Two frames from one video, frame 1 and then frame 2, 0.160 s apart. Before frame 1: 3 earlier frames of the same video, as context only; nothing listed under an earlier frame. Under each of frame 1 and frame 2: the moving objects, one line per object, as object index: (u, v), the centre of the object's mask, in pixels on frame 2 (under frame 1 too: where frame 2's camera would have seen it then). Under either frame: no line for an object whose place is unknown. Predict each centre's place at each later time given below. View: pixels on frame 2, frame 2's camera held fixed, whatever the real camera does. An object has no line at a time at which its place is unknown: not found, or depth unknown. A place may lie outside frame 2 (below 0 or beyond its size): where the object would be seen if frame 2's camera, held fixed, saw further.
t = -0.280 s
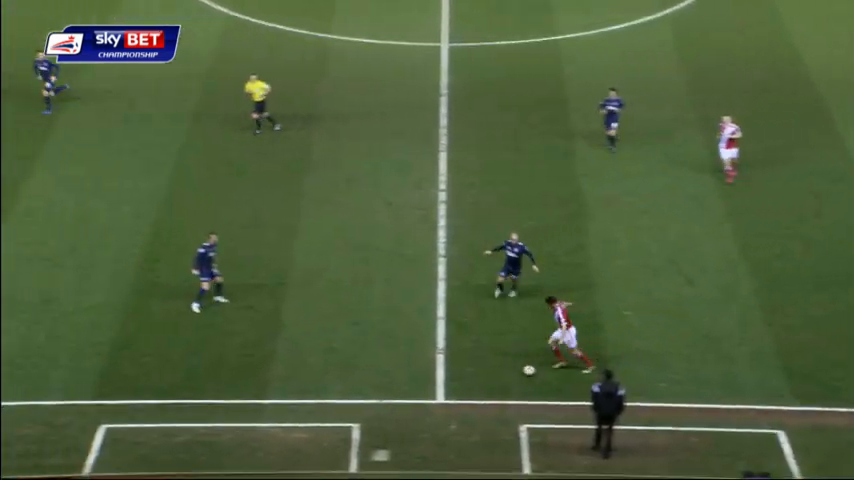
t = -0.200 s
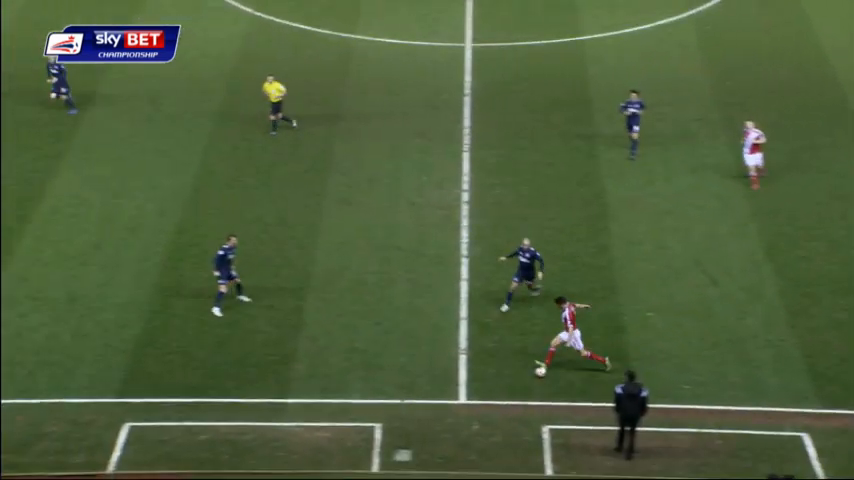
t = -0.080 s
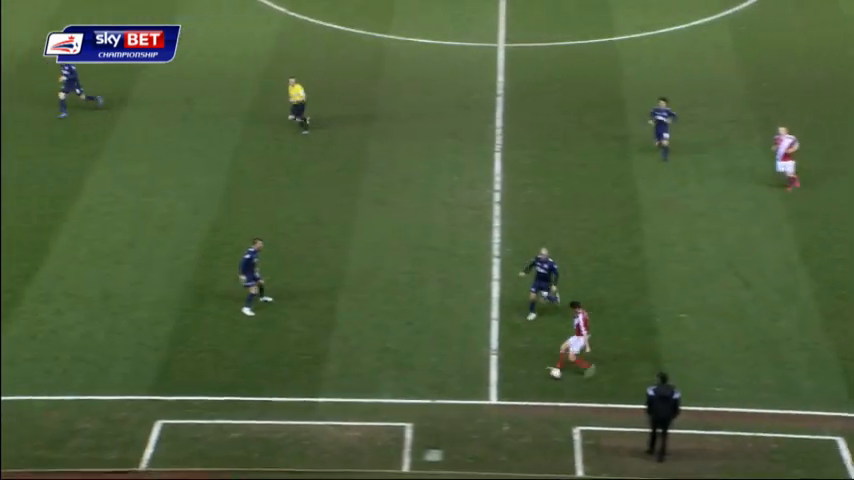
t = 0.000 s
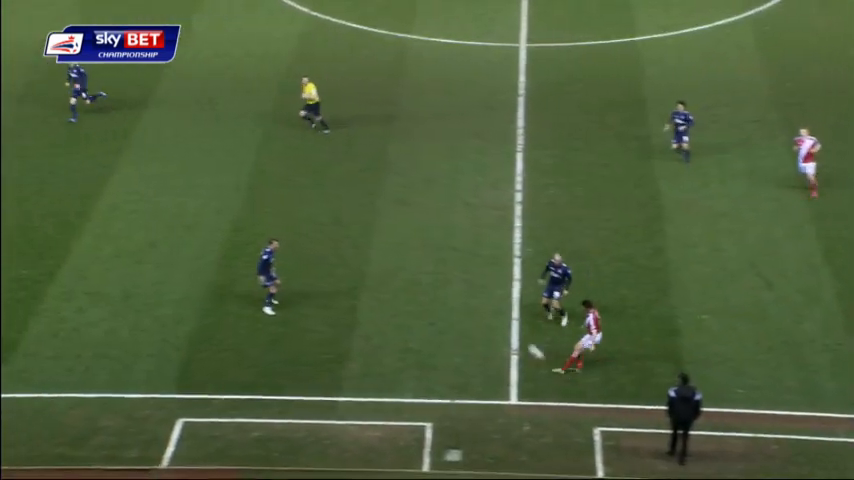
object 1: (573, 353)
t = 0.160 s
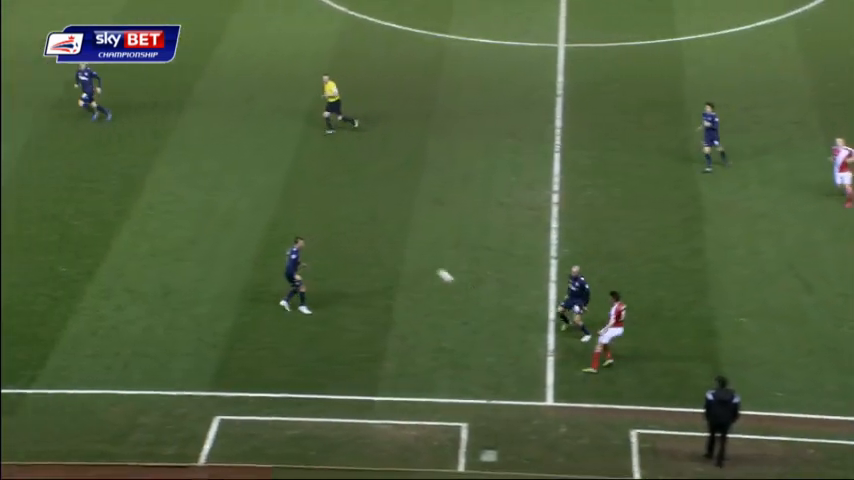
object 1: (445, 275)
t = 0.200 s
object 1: (415, 258)
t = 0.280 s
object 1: (360, 226)
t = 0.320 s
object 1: (332, 211)
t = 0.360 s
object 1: (306, 196)
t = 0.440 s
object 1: (255, 169)
